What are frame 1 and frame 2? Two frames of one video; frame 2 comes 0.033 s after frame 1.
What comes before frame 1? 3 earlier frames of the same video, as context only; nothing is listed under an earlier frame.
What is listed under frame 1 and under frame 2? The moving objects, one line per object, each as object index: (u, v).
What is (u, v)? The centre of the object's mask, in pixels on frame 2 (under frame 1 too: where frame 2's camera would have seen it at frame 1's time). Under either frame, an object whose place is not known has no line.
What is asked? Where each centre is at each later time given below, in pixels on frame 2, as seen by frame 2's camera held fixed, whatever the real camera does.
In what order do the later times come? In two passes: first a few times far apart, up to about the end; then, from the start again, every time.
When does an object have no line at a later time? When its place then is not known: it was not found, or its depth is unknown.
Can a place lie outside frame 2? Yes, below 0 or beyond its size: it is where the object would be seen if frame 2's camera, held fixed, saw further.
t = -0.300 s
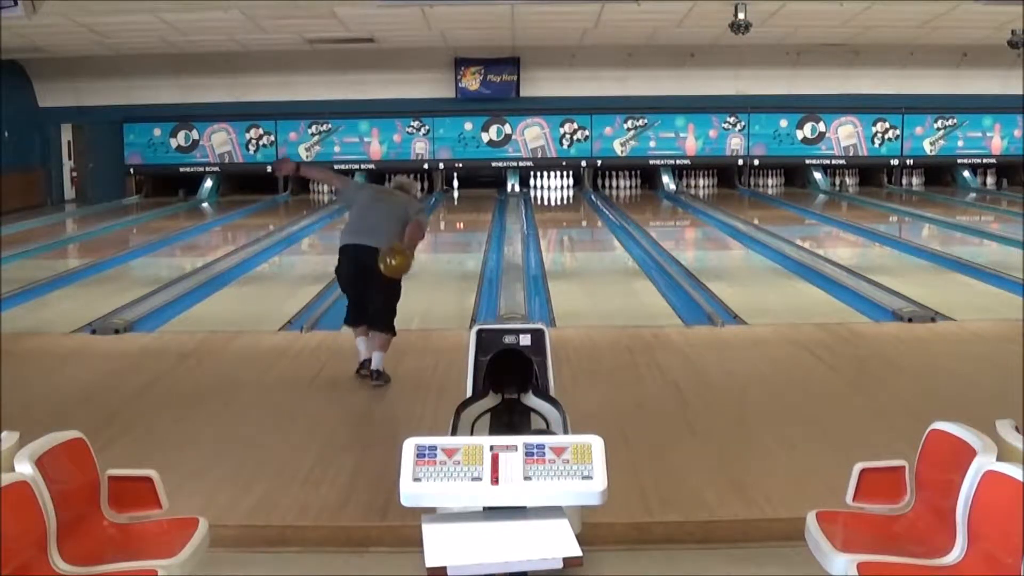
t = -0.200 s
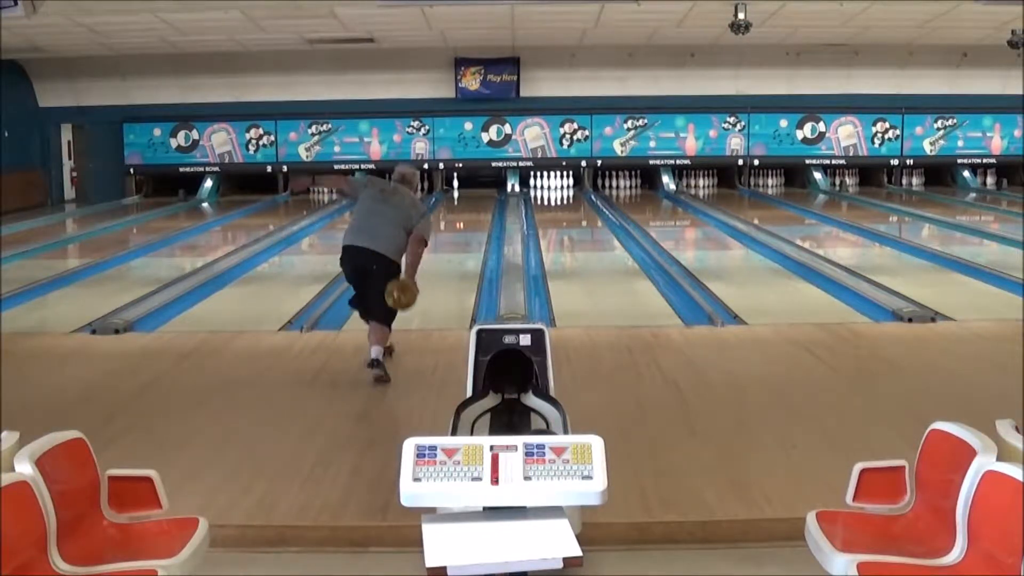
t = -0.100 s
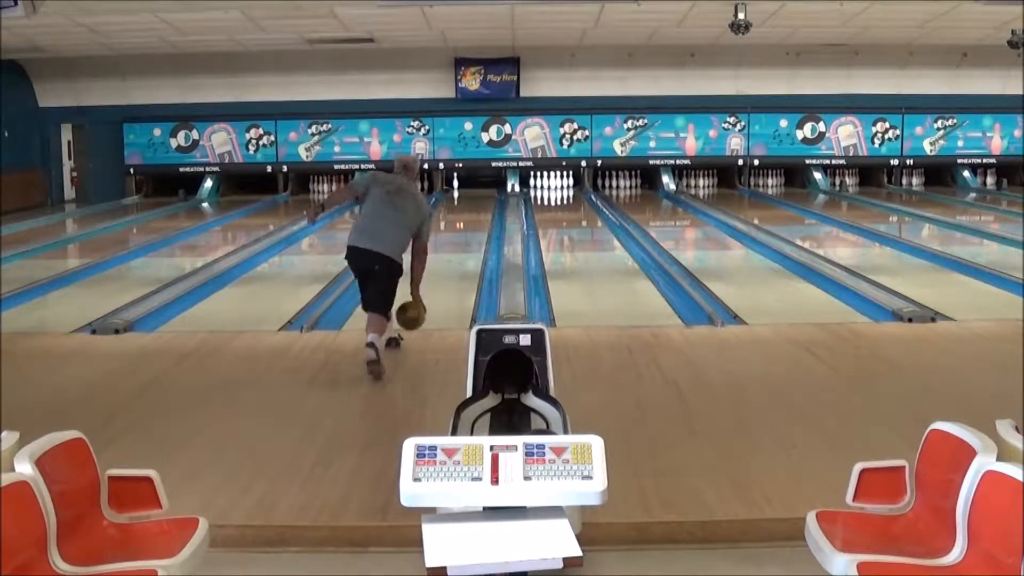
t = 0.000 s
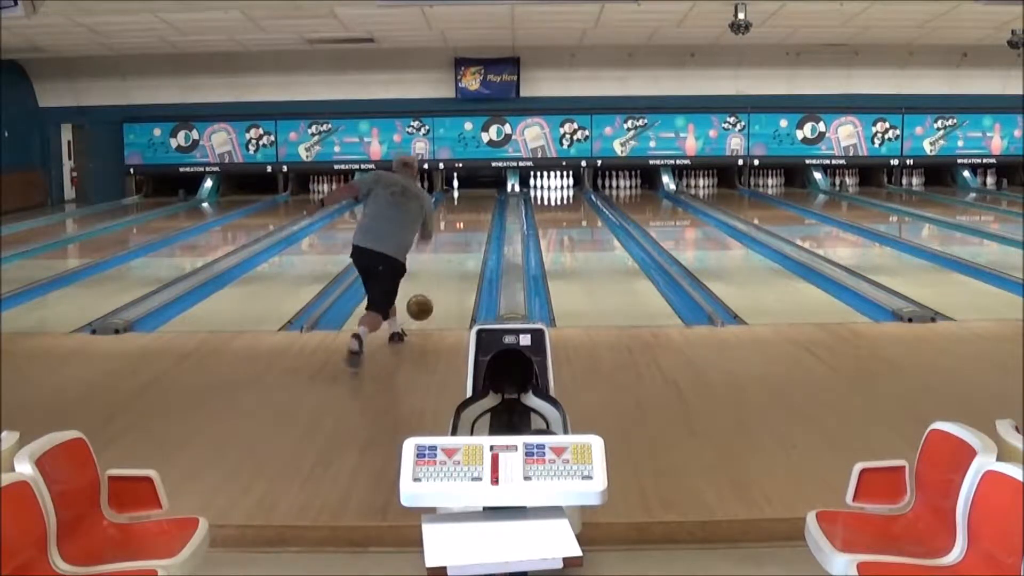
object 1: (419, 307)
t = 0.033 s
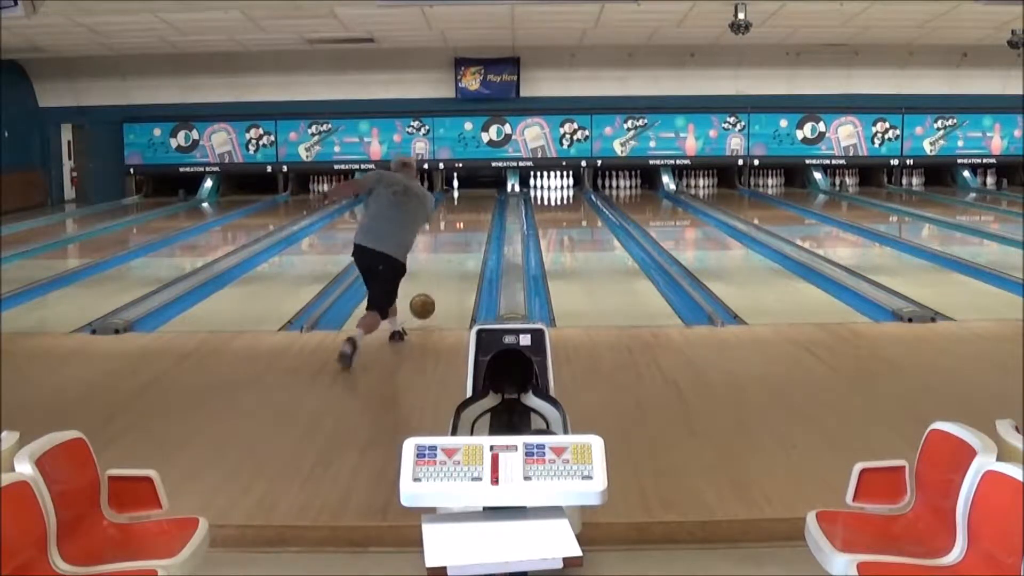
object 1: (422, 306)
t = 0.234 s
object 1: (434, 281)
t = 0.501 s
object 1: (444, 252)
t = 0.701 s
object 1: (450, 238)
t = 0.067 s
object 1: (425, 306)
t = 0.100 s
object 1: (427, 302)
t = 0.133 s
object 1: (429, 295)
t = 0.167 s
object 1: (431, 291)
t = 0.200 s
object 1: (432, 286)
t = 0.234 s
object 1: (434, 281)
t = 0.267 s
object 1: (436, 277)
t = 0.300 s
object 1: (437, 273)
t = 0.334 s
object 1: (439, 269)
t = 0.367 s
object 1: (440, 265)
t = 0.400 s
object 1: (441, 262)
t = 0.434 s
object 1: (442, 258)
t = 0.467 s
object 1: (444, 255)
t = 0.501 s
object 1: (444, 252)
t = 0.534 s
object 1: (446, 249)
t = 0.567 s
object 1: (446, 247)
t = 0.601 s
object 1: (447, 245)
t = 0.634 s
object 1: (449, 242)
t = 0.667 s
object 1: (449, 239)
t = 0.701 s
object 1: (450, 238)
